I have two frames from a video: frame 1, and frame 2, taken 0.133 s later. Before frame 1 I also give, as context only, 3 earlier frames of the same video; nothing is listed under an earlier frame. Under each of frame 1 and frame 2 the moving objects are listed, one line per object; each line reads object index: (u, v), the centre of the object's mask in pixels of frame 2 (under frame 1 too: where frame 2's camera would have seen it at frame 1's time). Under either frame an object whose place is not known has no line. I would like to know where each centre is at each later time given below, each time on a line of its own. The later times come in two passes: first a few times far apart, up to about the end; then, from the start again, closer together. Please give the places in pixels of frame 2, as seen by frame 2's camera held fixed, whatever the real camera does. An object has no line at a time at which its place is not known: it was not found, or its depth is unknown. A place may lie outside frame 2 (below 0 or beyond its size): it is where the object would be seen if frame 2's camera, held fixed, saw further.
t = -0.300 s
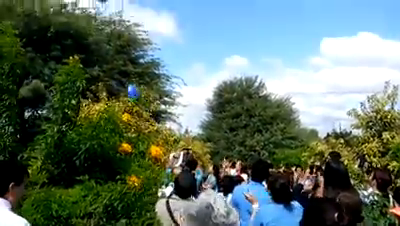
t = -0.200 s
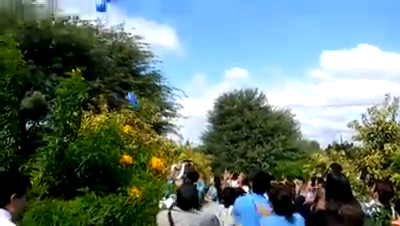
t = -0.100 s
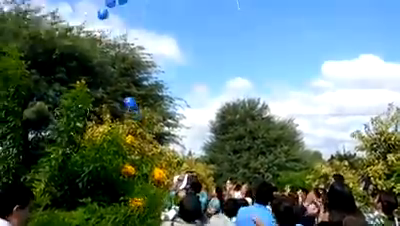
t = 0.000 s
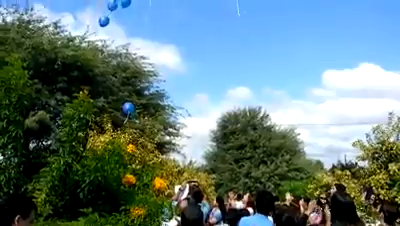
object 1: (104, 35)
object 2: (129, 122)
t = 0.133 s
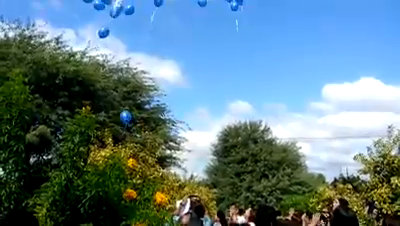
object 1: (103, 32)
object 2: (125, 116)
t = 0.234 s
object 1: (103, 29)
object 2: (122, 112)
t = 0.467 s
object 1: (102, 23)
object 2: (117, 99)
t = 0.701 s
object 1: (102, 15)
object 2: (109, 83)
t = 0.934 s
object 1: (101, 5)
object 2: (102, 73)
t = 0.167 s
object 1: (103, 31)
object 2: (124, 116)
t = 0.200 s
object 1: (103, 30)
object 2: (124, 114)
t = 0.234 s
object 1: (103, 29)
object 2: (122, 112)
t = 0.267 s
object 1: (103, 28)
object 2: (122, 110)
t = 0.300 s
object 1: (103, 27)
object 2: (121, 108)
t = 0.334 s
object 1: (102, 25)
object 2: (120, 107)
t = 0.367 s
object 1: (102, 25)
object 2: (119, 105)
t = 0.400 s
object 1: (103, 25)
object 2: (118, 104)
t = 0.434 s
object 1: (103, 24)
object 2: (117, 101)
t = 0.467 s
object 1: (102, 23)
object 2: (117, 99)
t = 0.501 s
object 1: (103, 23)
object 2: (116, 98)
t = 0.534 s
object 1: (103, 22)
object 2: (115, 95)
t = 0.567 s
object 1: (103, 21)
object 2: (113, 93)
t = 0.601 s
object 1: (103, 19)
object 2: (111, 90)
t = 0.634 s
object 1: (102, 18)
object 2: (110, 88)
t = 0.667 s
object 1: (102, 17)
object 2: (110, 86)
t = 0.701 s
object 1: (102, 15)
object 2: (109, 83)
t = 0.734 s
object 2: (108, 81)
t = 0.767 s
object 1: (101, 13)
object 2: (107, 80)
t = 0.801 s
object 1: (101, 10)
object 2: (106, 78)
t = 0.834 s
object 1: (101, 9)
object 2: (105, 76)
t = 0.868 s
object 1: (101, 8)
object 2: (104, 74)
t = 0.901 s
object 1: (101, 7)
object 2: (103, 74)
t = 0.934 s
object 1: (101, 5)
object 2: (102, 73)
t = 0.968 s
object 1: (101, 4)
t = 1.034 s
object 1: (100, 1)
